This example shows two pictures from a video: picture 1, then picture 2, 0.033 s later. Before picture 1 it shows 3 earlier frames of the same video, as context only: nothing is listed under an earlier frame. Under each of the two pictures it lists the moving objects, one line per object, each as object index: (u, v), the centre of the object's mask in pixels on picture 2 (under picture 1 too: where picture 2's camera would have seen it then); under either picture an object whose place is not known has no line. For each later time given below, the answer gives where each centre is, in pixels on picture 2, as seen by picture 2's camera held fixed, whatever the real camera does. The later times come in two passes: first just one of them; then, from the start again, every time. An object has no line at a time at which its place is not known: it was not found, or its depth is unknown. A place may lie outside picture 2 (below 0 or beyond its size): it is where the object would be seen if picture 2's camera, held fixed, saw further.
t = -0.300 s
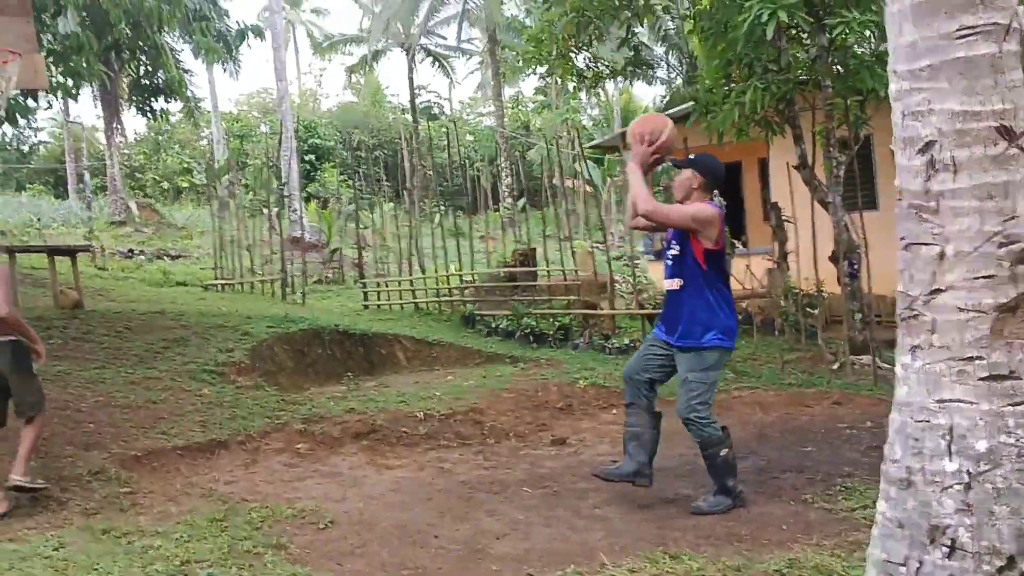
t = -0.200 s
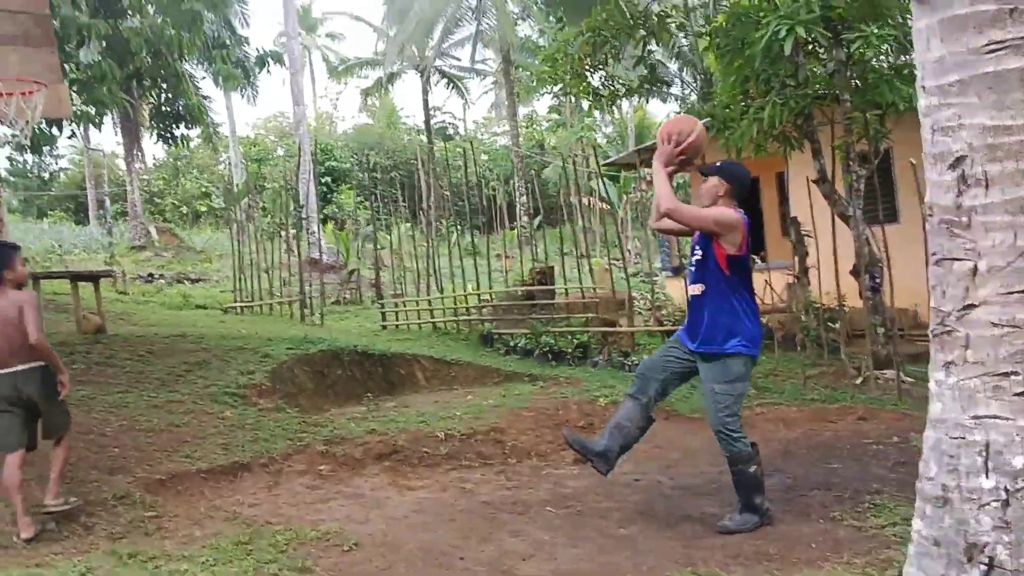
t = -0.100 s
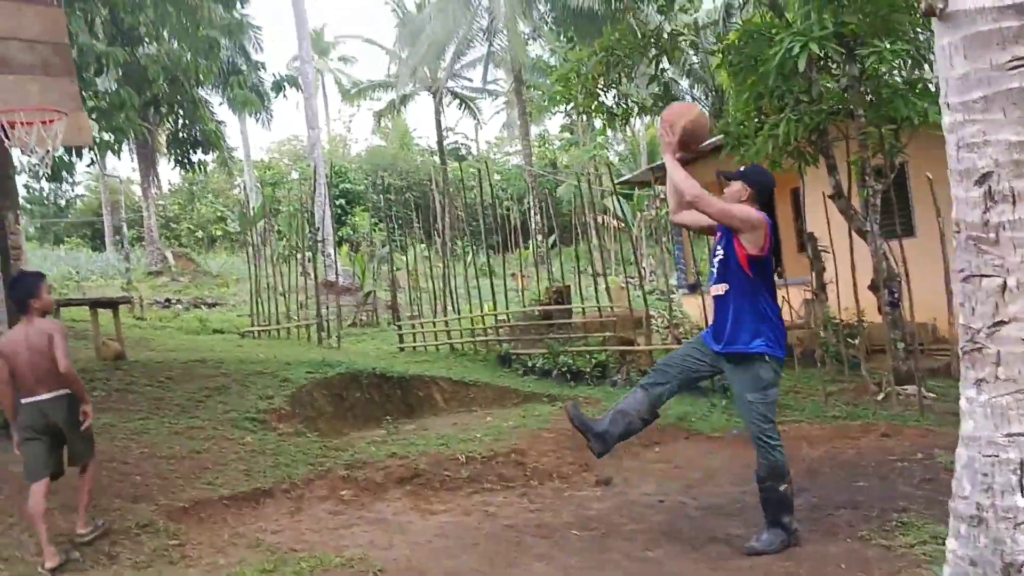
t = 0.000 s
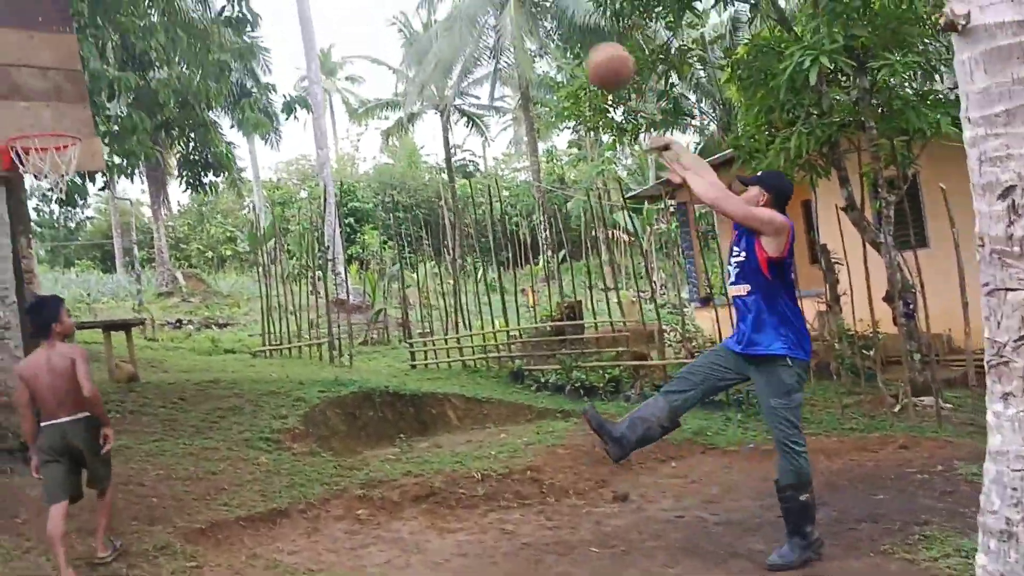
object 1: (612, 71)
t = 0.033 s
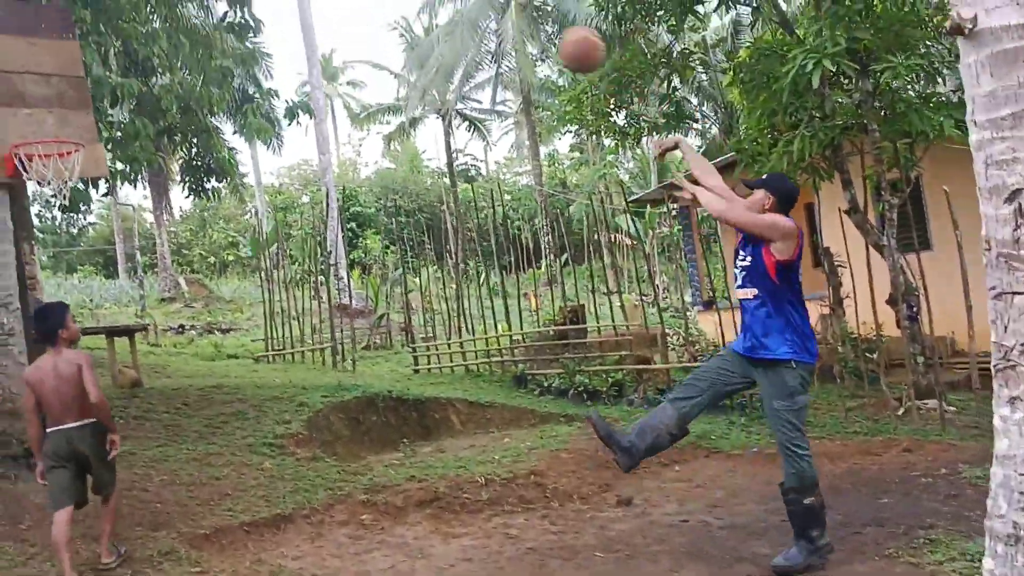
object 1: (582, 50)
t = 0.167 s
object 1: (467, -10)
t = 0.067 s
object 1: (552, 30)
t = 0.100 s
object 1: (521, 13)
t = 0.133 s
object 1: (496, 0)
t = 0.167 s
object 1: (467, -10)
